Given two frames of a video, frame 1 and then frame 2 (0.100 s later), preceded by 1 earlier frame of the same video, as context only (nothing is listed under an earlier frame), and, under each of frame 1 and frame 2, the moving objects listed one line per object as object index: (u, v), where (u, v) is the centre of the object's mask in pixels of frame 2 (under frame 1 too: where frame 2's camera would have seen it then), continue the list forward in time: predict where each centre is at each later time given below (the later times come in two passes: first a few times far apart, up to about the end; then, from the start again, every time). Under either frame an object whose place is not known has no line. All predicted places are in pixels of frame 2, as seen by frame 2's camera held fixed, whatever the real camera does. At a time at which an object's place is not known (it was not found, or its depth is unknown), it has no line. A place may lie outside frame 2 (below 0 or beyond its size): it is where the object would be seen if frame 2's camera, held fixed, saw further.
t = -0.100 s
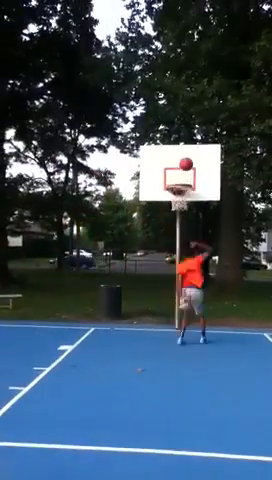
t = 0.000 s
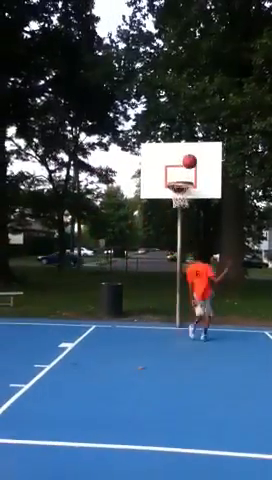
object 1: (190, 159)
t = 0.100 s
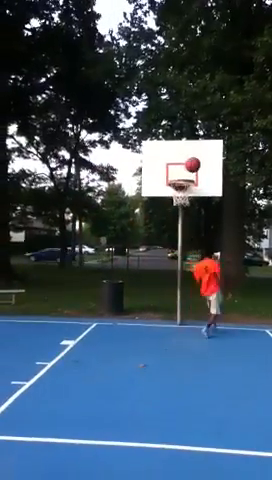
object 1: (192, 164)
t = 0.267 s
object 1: (196, 191)
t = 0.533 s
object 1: (202, 296)
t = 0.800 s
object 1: (212, 359)
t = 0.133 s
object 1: (193, 168)
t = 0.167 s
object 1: (193, 172)
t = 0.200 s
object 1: (195, 177)
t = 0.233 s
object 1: (196, 184)
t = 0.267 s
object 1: (196, 191)
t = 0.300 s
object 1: (196, 198)
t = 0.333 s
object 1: (197, 208)
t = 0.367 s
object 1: (198, 219)
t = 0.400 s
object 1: (199, 231)
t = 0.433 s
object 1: (201, 246)
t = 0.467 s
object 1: (201, 261)
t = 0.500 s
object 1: (201, 278)
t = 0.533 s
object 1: (202, 296)
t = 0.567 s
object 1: (204, 318)
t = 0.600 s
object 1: (206, 342)
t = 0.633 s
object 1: (207, 367)
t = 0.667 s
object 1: (209, 395)
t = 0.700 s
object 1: (210, 414)
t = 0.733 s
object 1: (211, 395)
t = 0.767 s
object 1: (211, 376)
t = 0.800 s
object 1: (212, 359)
